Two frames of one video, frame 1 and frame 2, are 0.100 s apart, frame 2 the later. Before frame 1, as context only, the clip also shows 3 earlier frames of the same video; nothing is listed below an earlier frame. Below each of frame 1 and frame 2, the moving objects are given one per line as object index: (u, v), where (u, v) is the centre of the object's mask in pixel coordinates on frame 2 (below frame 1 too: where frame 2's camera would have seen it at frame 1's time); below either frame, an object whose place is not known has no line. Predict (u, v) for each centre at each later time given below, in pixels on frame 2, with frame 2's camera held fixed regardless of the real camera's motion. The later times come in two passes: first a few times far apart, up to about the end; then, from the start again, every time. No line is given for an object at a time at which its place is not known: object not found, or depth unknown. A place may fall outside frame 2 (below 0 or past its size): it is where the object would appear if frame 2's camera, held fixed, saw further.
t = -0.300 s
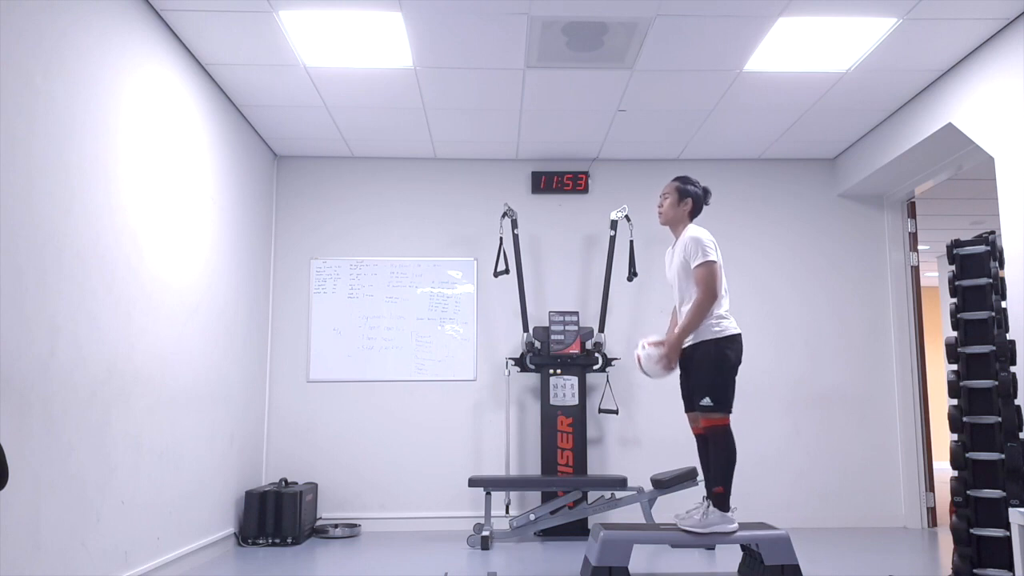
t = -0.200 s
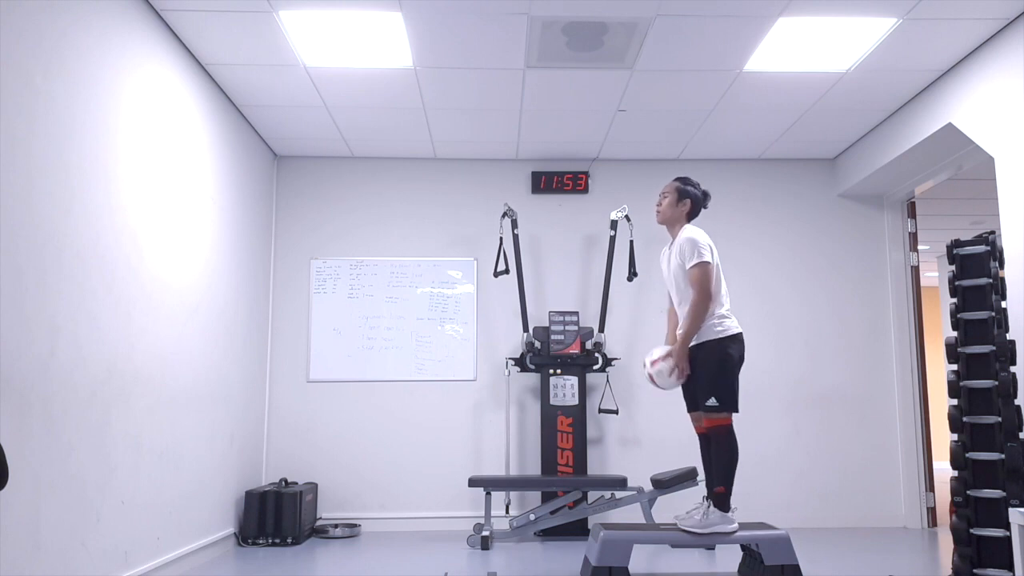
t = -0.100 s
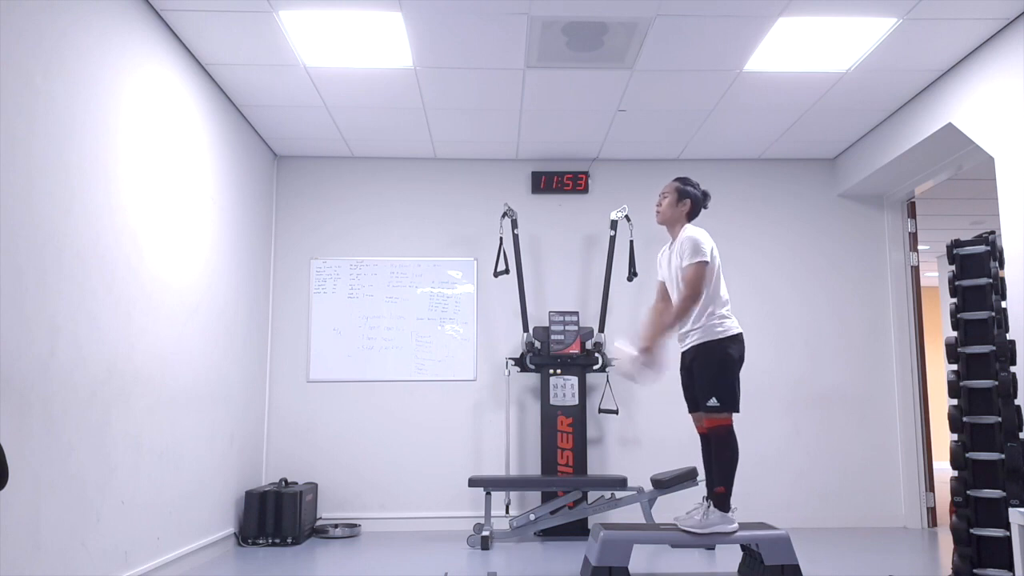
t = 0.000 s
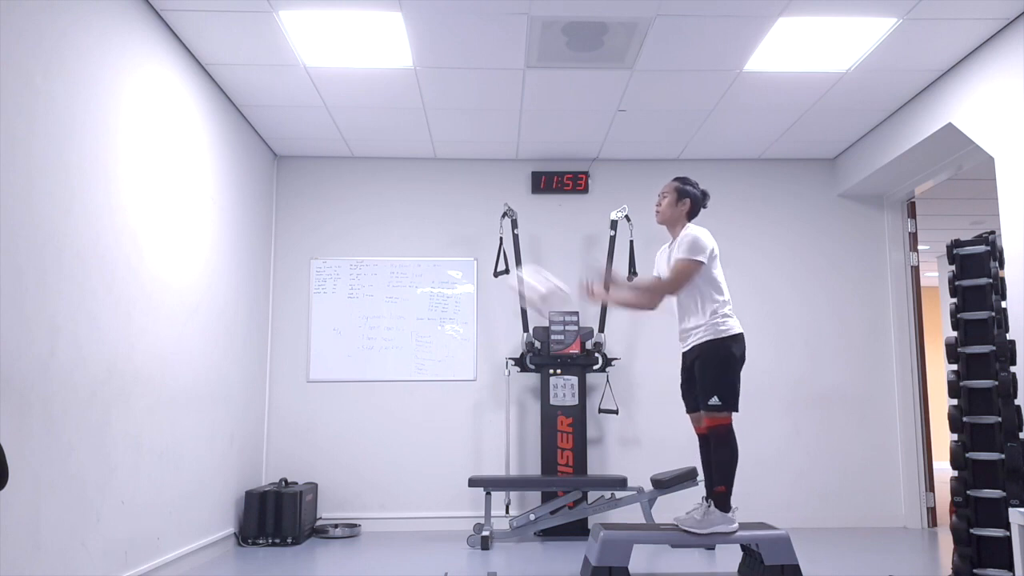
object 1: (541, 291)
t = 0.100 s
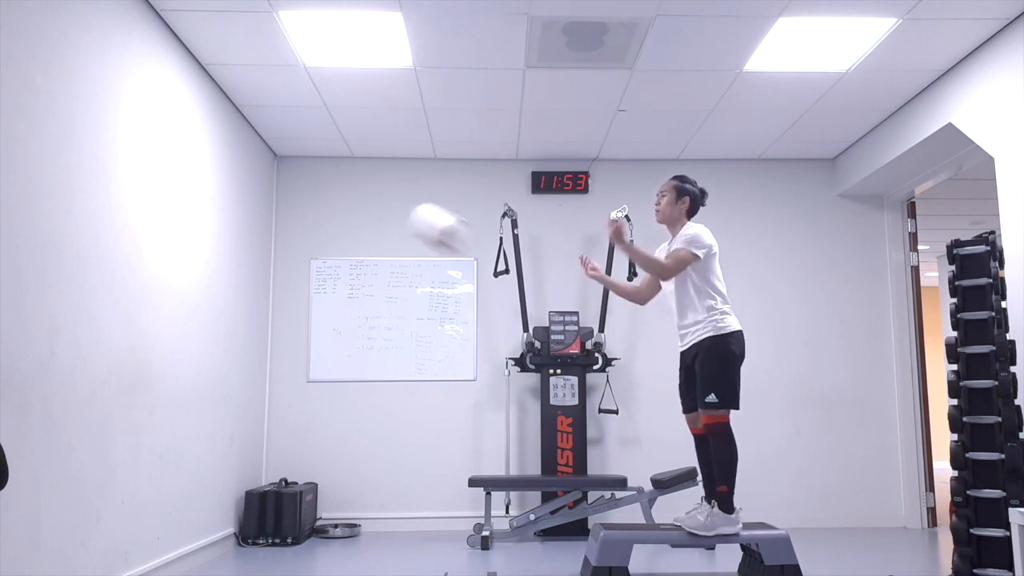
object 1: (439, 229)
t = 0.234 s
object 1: (306, 172)
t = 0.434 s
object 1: (219, 151)
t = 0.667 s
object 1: (396, 224)
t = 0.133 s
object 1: (407, 212)
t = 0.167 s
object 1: (372, 196)
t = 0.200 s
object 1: (339, 182)
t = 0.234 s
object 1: (306, 172)
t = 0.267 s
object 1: (270, 163)
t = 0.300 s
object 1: (238, 157)
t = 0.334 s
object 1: (209, 153)
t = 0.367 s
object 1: (168, 152)
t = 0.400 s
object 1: (195, 150)
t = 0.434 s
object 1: (219, 151)
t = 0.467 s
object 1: (244, 152)
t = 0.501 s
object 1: (269, 158)
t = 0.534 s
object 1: (291, 167)
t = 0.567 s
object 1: (318, 177)
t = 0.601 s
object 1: (345, 189)
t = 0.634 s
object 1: (370, 205)
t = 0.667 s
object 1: (396, 224)
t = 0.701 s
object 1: (422, 243)
